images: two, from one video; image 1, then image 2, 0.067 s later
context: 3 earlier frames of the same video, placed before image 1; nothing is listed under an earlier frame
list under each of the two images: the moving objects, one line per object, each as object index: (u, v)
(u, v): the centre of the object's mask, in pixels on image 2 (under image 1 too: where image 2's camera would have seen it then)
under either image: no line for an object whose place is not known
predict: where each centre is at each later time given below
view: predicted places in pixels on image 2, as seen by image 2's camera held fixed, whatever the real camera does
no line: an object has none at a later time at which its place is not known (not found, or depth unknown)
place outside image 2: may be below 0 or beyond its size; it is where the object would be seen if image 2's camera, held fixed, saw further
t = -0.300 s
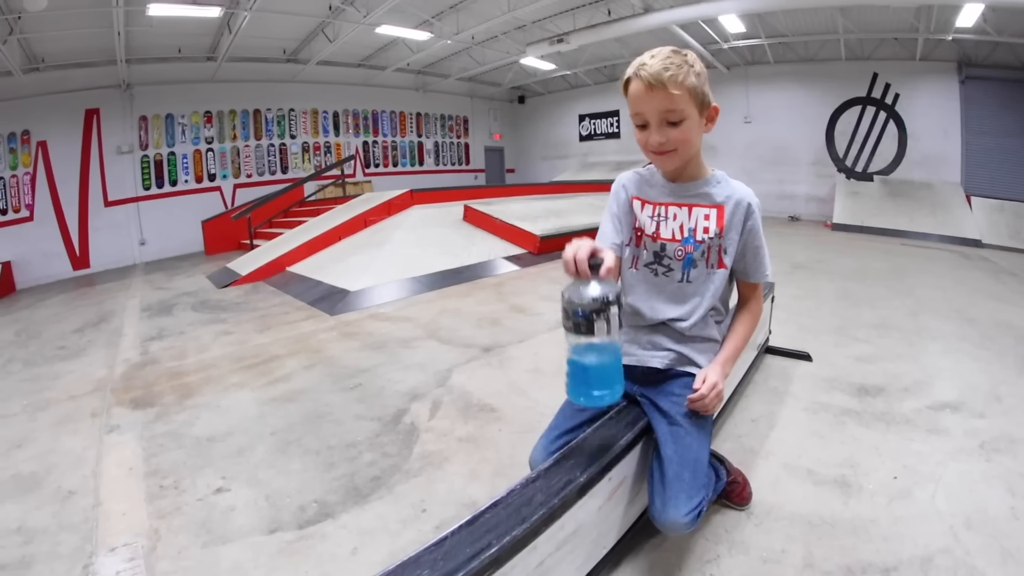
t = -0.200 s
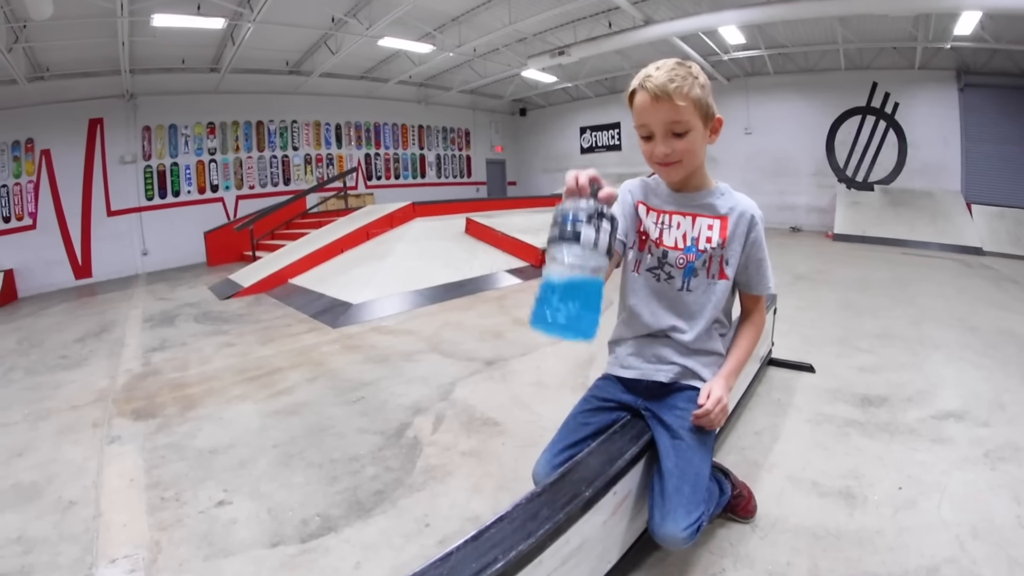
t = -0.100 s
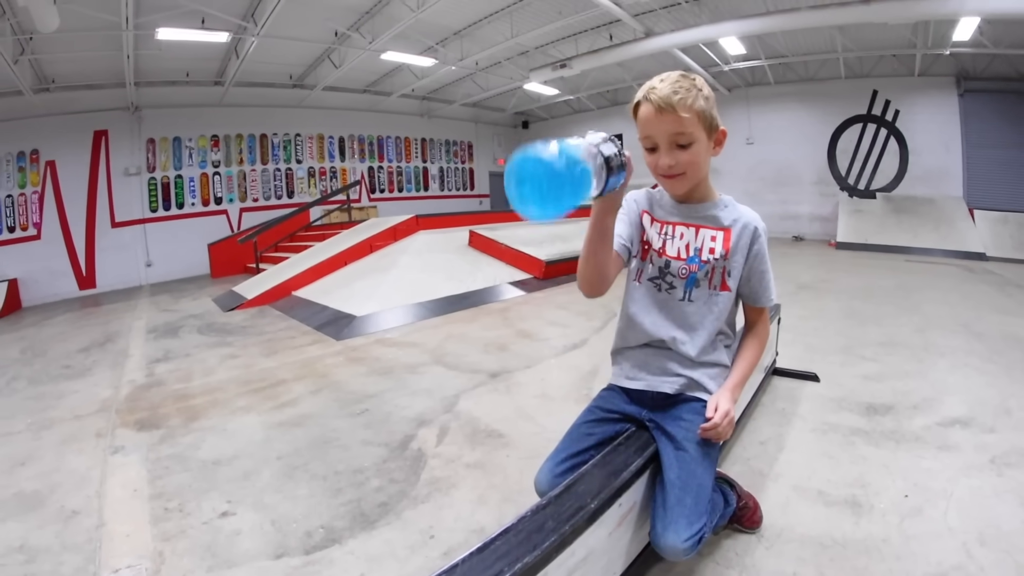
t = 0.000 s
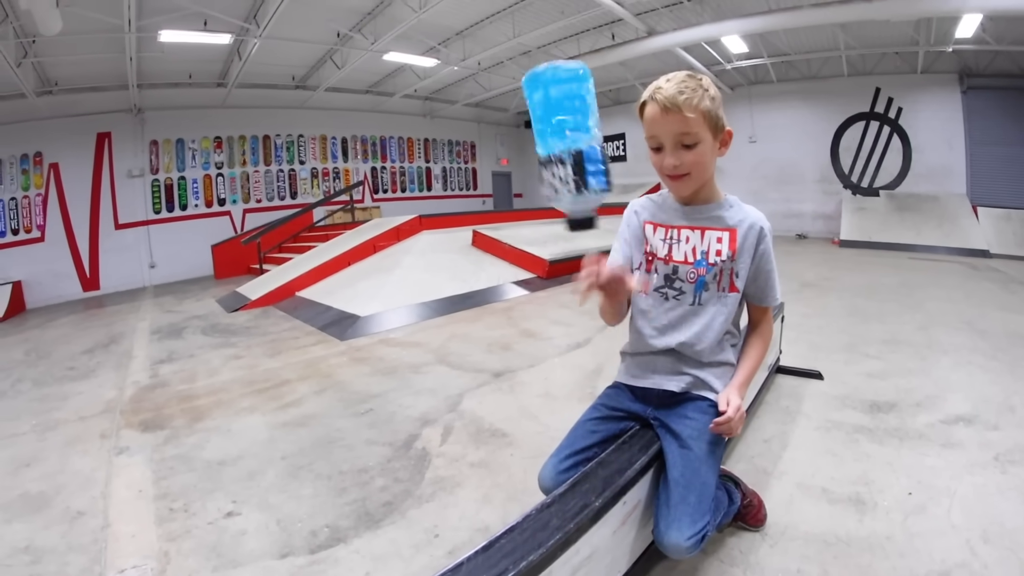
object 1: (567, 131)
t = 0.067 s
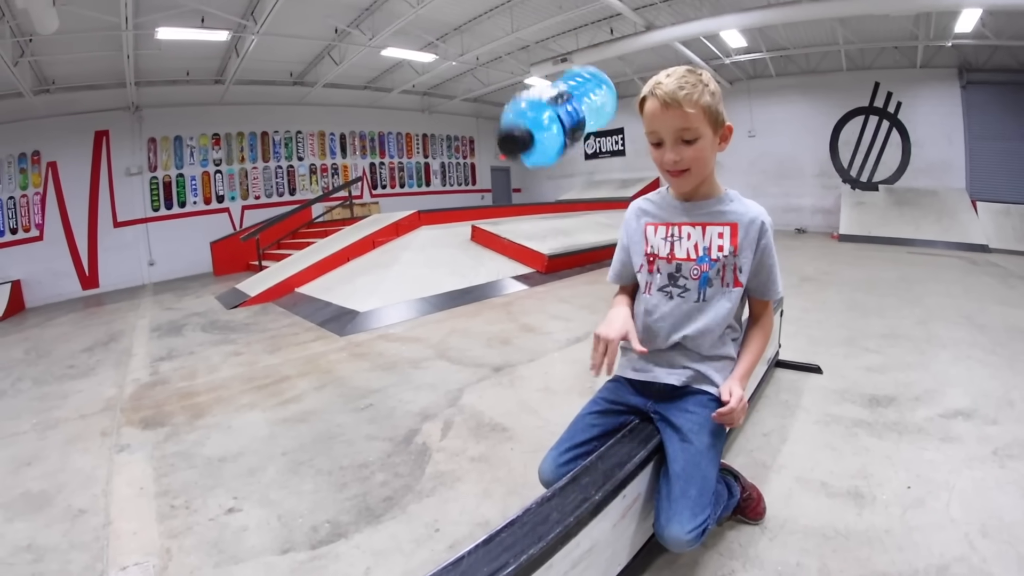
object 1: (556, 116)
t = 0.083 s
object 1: (556, 115)
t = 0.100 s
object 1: (559, 119)
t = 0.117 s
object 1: (561, 126)
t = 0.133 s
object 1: (565, 136)
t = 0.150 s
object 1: (567, 148)
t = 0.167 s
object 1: (570, 160)
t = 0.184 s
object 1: (573, 175)
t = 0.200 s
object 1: (577, 197)
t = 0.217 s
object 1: (579, 218)
